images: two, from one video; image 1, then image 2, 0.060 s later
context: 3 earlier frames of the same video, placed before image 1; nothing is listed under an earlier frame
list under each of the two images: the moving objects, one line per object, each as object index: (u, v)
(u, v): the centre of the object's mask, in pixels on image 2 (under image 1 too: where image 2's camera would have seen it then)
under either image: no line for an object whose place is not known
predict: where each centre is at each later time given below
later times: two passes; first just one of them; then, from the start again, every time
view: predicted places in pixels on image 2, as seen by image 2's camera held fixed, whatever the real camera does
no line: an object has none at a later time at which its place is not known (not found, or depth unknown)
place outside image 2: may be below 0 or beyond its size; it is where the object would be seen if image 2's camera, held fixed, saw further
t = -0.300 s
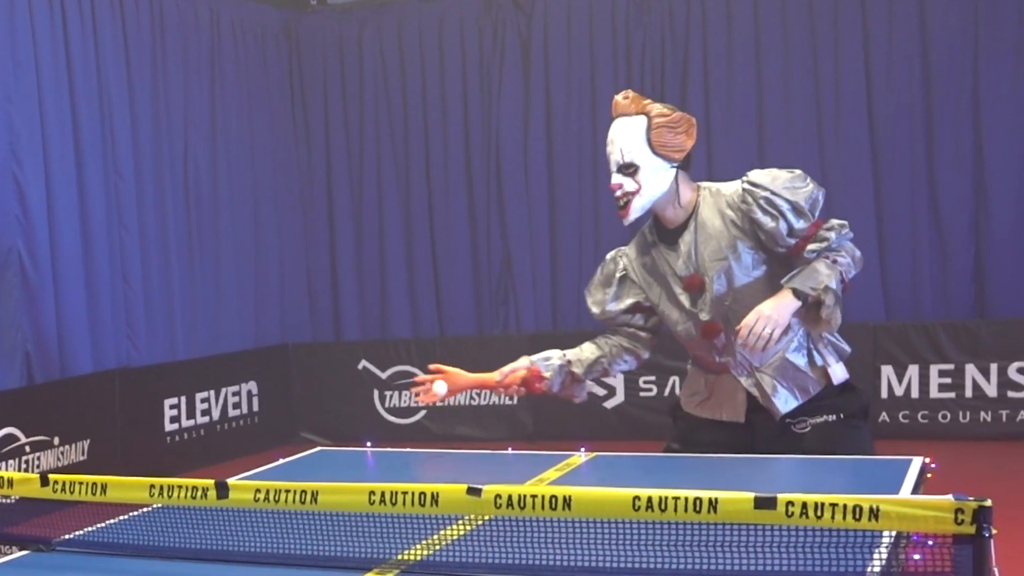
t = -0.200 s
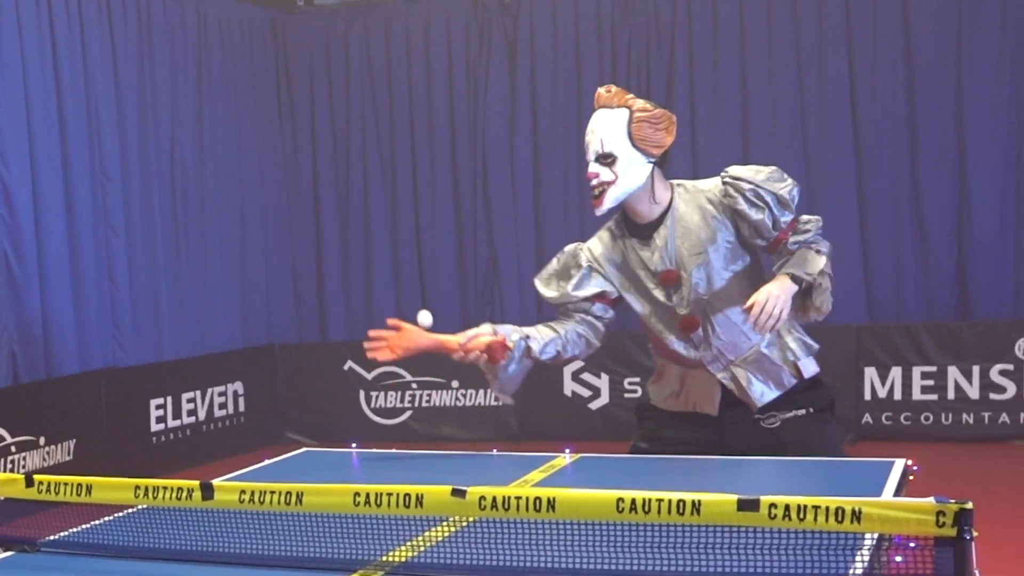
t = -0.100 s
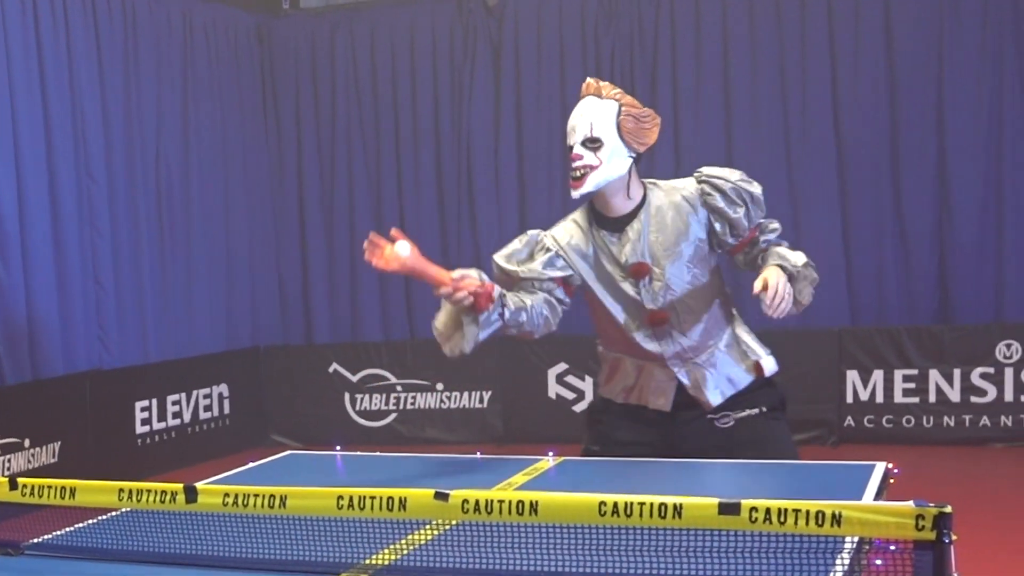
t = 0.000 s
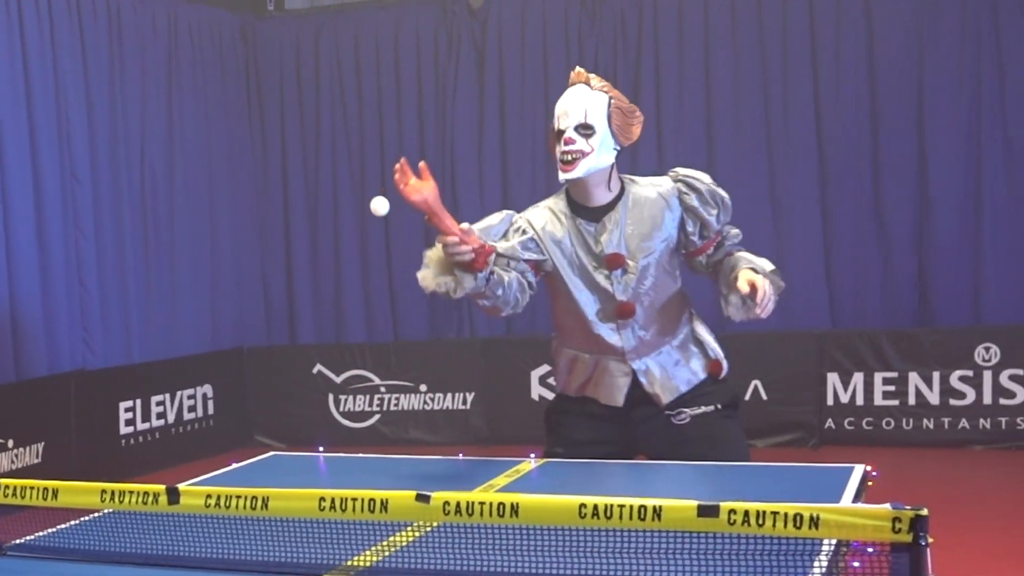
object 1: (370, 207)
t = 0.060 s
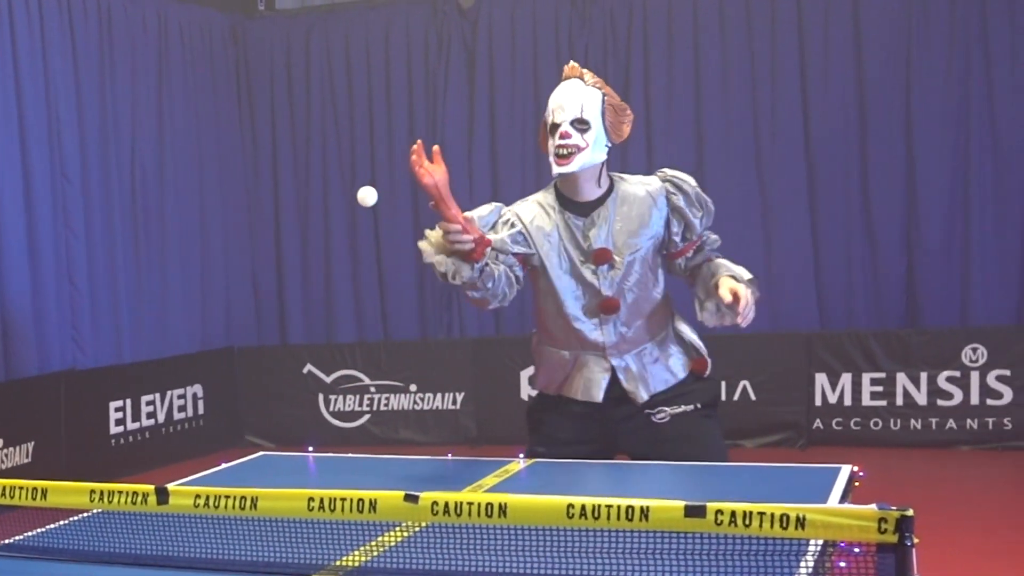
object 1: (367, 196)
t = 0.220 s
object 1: (364, 256)
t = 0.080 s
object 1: (366, 196)
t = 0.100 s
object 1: (365, 198)
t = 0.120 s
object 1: (364, 202)
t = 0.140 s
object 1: (364, 208)
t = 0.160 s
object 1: (363, 216)
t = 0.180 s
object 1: (364, 227)
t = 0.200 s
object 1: (364, 241)
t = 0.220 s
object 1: (364, 256)
